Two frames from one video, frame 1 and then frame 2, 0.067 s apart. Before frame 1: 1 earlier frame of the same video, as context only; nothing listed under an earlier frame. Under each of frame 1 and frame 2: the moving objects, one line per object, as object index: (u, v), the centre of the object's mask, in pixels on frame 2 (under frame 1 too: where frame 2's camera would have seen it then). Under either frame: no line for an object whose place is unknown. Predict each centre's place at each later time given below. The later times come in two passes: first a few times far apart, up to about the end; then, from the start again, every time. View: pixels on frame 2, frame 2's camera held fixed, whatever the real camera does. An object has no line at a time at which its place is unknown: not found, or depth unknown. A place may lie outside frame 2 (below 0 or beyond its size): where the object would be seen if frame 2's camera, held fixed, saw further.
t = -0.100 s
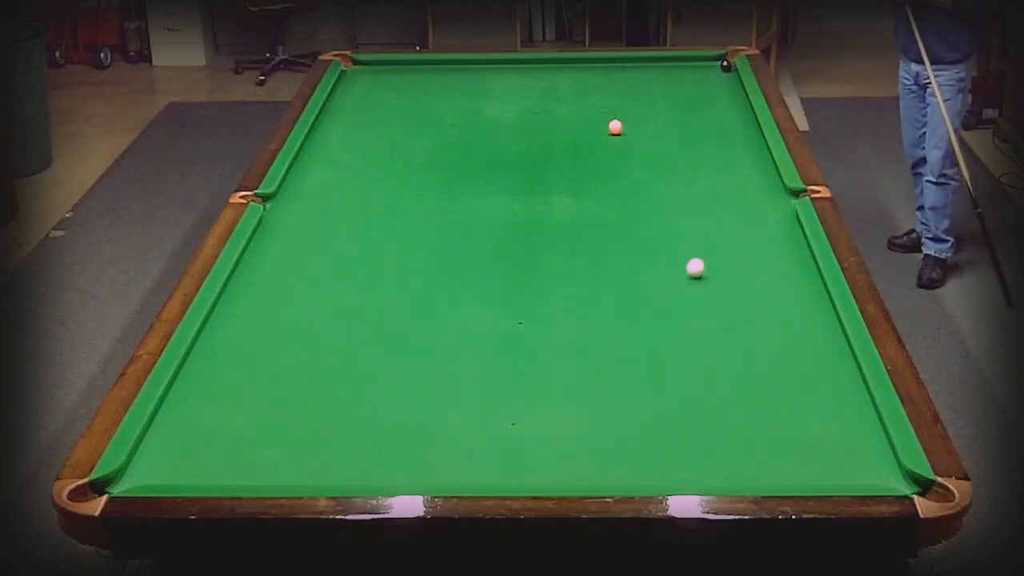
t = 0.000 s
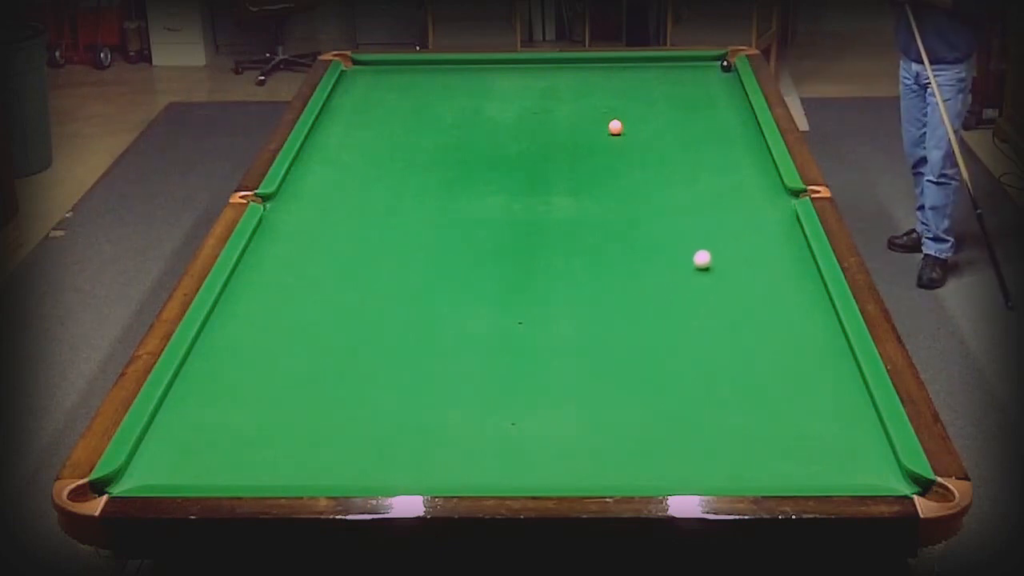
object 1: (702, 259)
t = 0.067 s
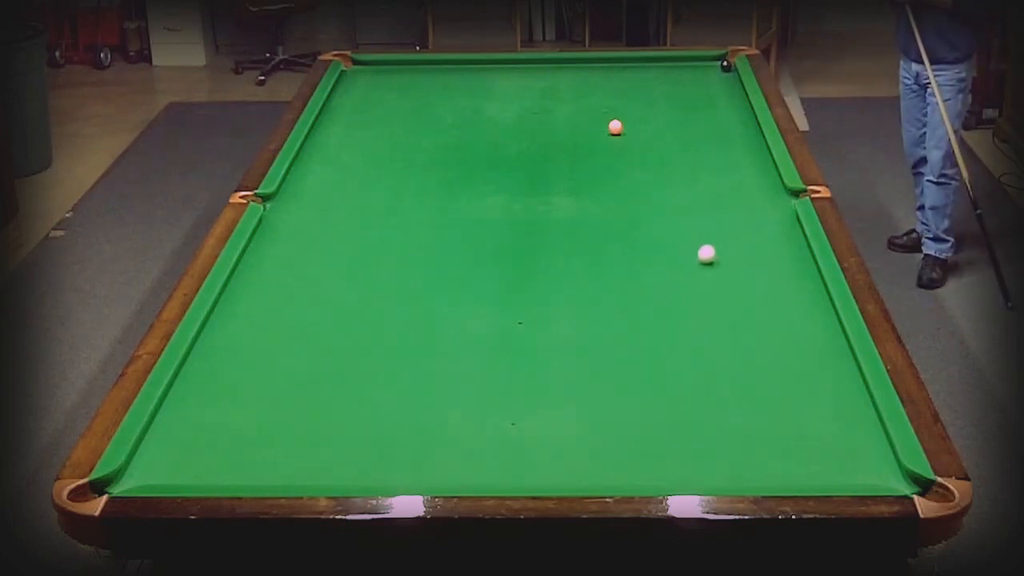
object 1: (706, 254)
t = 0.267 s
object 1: (719, 239)
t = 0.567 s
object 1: (735, 218)
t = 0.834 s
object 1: (747, 201)
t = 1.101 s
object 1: (759, 187)
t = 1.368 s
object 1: (769, 173)
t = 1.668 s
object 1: (761, 161)
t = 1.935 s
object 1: (750, 152)
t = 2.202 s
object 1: (740, 144)
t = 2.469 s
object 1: (731, 137)
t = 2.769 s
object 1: (722, 130)
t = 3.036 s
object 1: (715, 125)
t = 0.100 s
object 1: (708, 251)
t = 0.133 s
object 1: (710, 249)
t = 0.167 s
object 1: (713, 246)
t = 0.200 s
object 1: (714, 244)
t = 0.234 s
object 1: (717, 241)
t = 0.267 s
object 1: (719, 239)
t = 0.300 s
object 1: (720, 236)
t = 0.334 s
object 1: (722, 234)
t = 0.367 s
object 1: (724, 231)
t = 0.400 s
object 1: (726, 229)
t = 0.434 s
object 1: (728, 227)
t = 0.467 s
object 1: (729, 224)
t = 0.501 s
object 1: (731, 222)
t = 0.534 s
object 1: (733, 220)
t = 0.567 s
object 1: (735, 218)
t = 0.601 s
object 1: (736, 216)
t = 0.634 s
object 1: (738, 214)
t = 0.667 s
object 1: (739, 211)
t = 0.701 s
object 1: (741, 209)
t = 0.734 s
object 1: (743, 207)
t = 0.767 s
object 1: (744, 205)
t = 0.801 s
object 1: (746, 203)
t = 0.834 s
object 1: (747, 201)
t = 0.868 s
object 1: (749, 199)
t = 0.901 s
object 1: (750, 198)
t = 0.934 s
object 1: (752, 196)
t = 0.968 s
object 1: (753, 194)
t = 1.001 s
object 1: (755, 192)
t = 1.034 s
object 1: (756, 190)
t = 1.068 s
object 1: (757, 188)
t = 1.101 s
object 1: (759, 187)
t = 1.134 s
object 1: (760, 185)
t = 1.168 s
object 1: (761, 183)
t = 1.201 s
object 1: (763, 181)
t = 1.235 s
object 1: (764, 180)
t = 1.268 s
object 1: (765, 178)
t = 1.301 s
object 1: (766, 176)
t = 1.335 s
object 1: (768, 174)
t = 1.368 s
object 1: (769, 173)
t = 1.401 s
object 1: (770, 171)
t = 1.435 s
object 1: (771, 170)
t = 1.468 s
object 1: (770, 168)
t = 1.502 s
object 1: (768, 167)
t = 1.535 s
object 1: (767, 166)
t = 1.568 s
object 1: (765, 165)
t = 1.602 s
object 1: (764, 163)
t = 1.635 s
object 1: (763, 162)
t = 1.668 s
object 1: (761, 161)
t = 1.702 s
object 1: (760, 160)
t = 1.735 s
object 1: (758, 159)
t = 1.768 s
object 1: (757, 158)
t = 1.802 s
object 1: (755, 157)
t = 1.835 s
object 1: (754, 156)
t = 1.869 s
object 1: (753, 154)
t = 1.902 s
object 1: (752, 153)
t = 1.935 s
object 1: (750, 152)
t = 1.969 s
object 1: (749, 151)
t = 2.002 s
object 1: (747, 150)
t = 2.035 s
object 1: (746, 149)
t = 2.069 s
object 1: (745, 148)
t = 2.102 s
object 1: (744, 147)
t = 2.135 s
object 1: (743, 146)
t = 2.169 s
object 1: (742, 145)
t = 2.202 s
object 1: (740, 144)
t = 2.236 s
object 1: (739, 143)
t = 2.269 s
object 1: (738, 142)
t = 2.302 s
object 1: (737, 142)
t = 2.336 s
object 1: (736, 141)
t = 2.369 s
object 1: (734, 140)
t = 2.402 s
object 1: (733, 139)
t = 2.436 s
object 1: (732, 138)
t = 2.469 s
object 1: (731, 137)
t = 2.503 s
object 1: (730, 136)
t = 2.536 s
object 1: (729, 136)
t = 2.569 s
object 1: (728, 135)
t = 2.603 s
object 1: (727, 134)
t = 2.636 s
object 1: (726, 133)
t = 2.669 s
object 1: (725, 132)
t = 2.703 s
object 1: (724, 132)
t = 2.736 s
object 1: (723, 131)
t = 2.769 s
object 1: (722, 130)
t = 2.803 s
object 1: (721, 129)
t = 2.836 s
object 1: (720, 129)
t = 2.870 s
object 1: (719, 128)
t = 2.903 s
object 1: (718, 127)
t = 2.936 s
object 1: (718, 126)
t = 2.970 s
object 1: (717, 126)
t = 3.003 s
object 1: (716, 125)
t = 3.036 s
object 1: (715, 125)
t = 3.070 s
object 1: (714, 124)
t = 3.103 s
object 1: (714, 123)
